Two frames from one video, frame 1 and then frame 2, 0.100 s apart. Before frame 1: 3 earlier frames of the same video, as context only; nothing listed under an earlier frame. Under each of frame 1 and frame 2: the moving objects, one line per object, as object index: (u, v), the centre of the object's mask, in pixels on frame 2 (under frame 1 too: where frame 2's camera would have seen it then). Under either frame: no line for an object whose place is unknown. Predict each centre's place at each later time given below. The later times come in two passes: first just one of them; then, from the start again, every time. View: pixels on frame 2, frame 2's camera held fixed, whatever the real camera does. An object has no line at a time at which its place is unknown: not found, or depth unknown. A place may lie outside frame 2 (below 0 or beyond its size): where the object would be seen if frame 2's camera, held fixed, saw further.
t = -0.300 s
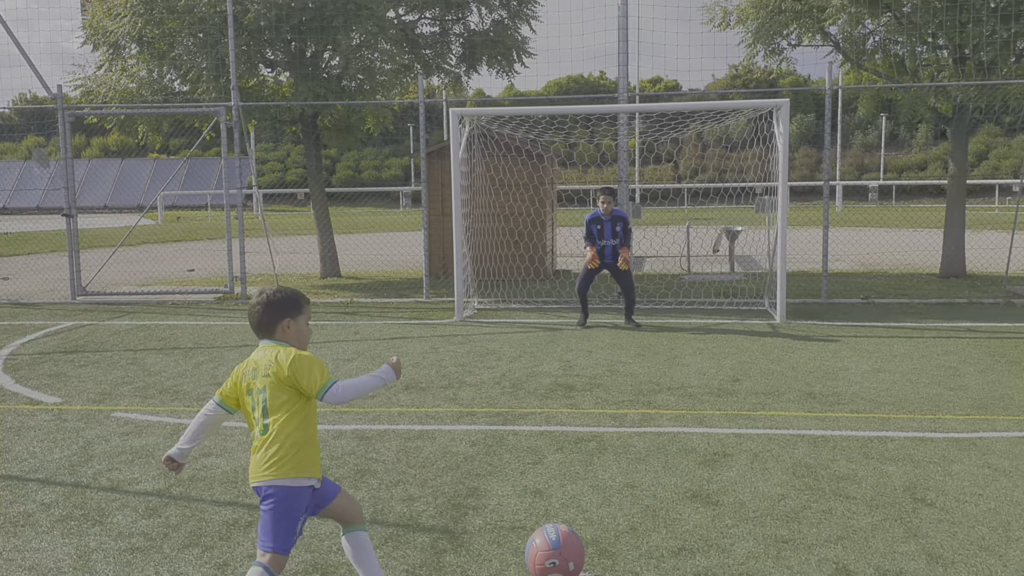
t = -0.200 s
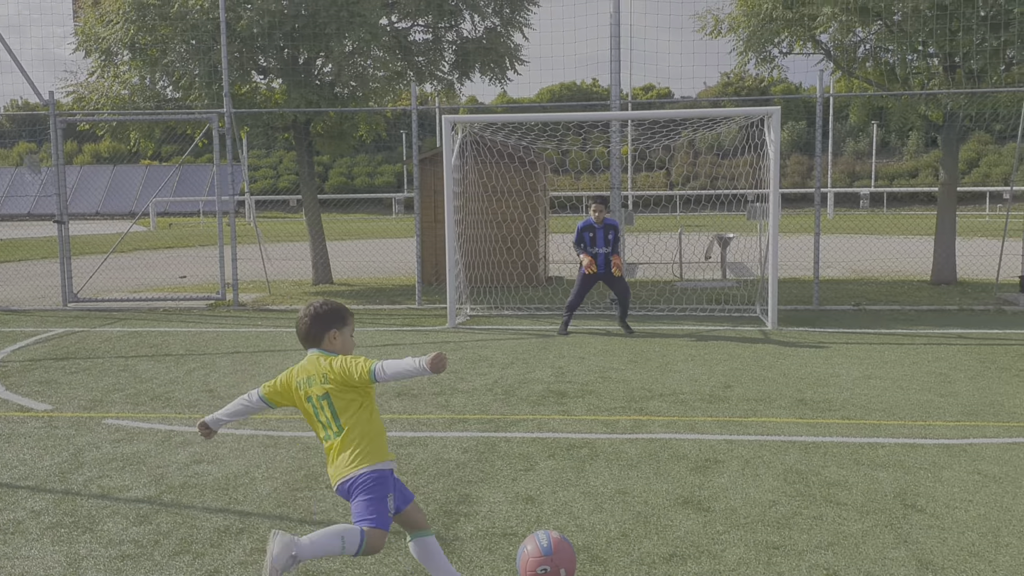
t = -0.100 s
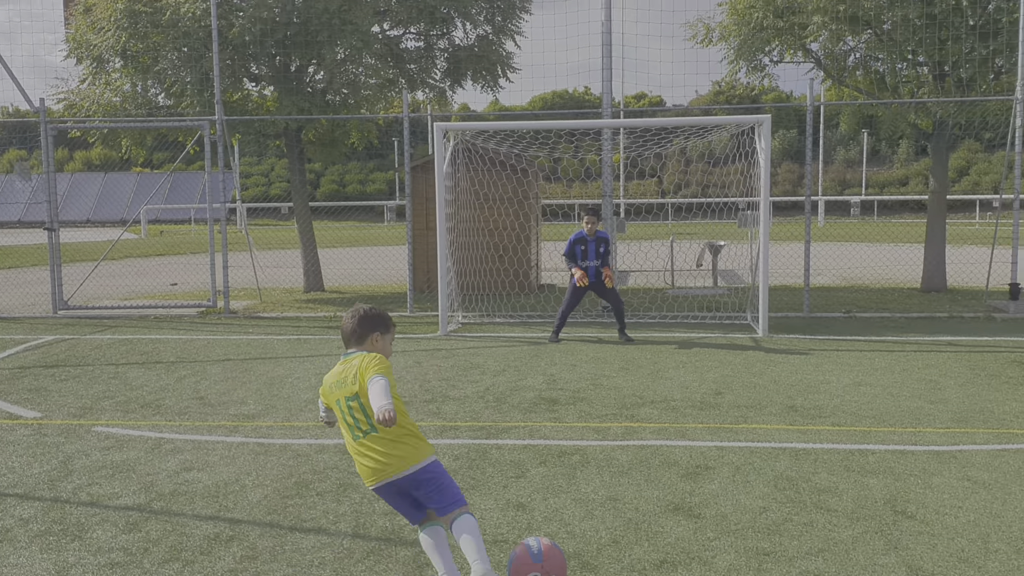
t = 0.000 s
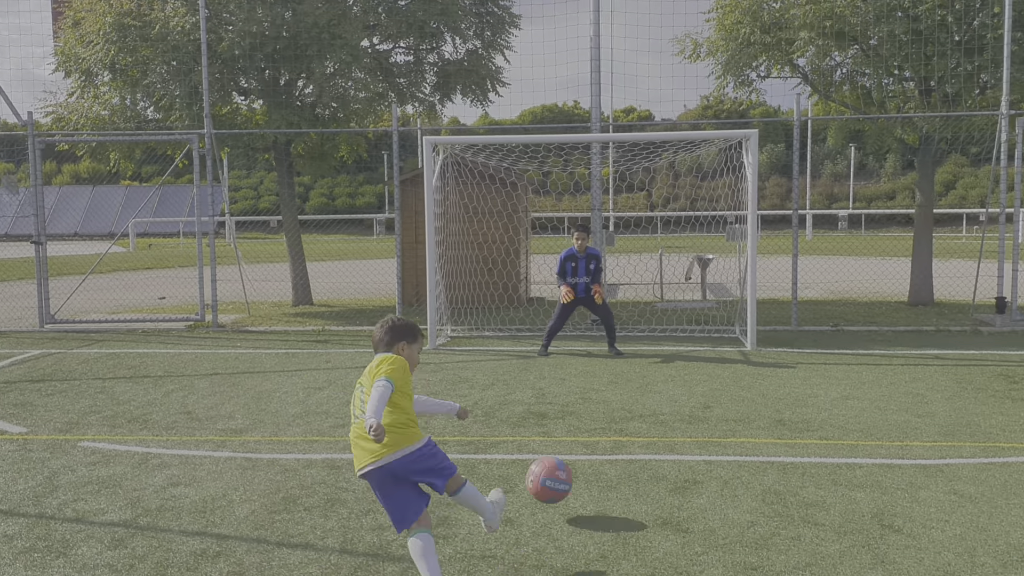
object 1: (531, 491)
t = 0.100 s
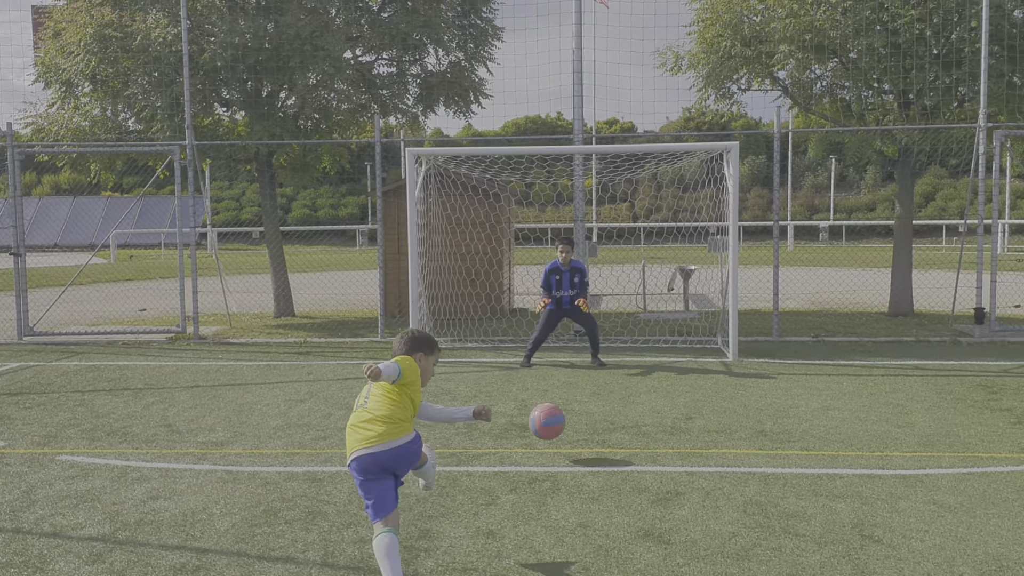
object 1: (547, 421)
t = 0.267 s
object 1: (558, 377)
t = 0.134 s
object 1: (550, 407)
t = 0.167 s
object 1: (553, 396)
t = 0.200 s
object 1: (555, 387)
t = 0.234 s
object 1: (556, 381)
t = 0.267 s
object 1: (558, 377)
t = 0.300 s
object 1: (559, 372)
